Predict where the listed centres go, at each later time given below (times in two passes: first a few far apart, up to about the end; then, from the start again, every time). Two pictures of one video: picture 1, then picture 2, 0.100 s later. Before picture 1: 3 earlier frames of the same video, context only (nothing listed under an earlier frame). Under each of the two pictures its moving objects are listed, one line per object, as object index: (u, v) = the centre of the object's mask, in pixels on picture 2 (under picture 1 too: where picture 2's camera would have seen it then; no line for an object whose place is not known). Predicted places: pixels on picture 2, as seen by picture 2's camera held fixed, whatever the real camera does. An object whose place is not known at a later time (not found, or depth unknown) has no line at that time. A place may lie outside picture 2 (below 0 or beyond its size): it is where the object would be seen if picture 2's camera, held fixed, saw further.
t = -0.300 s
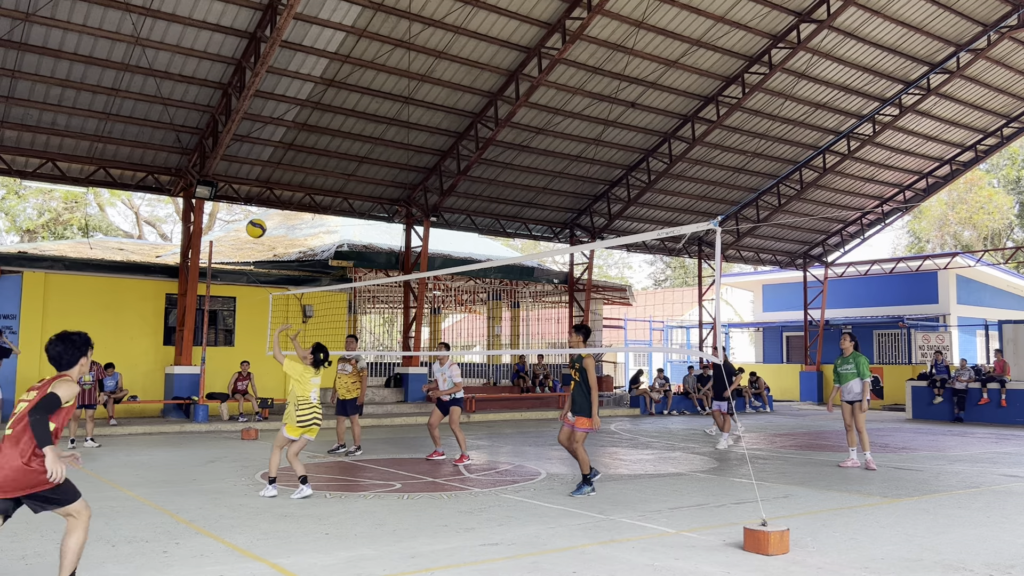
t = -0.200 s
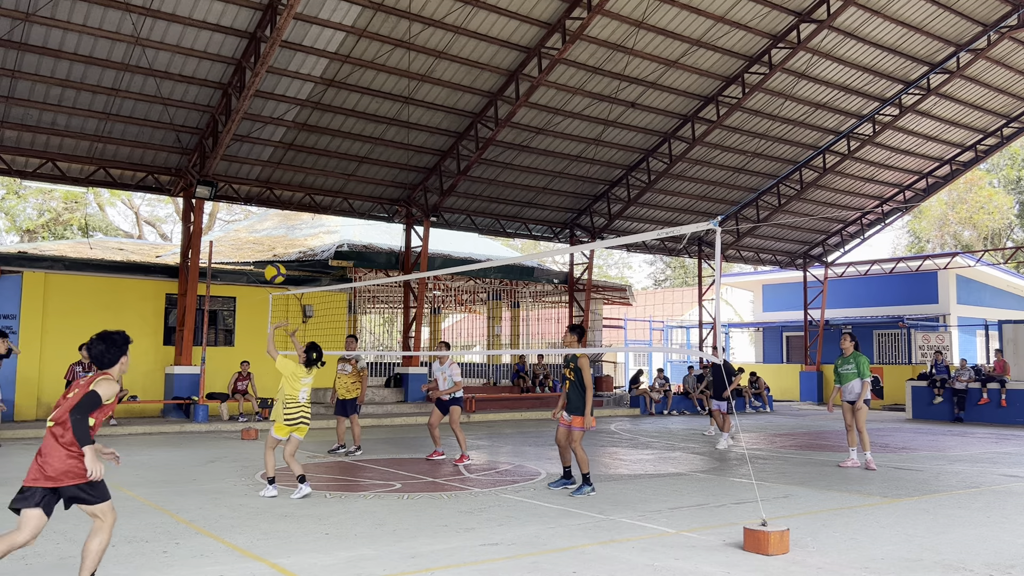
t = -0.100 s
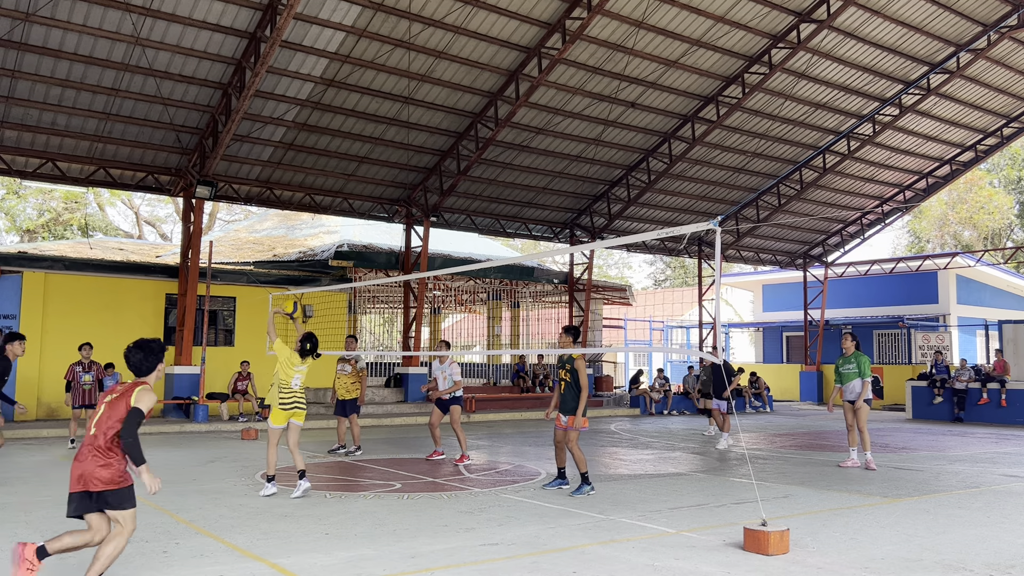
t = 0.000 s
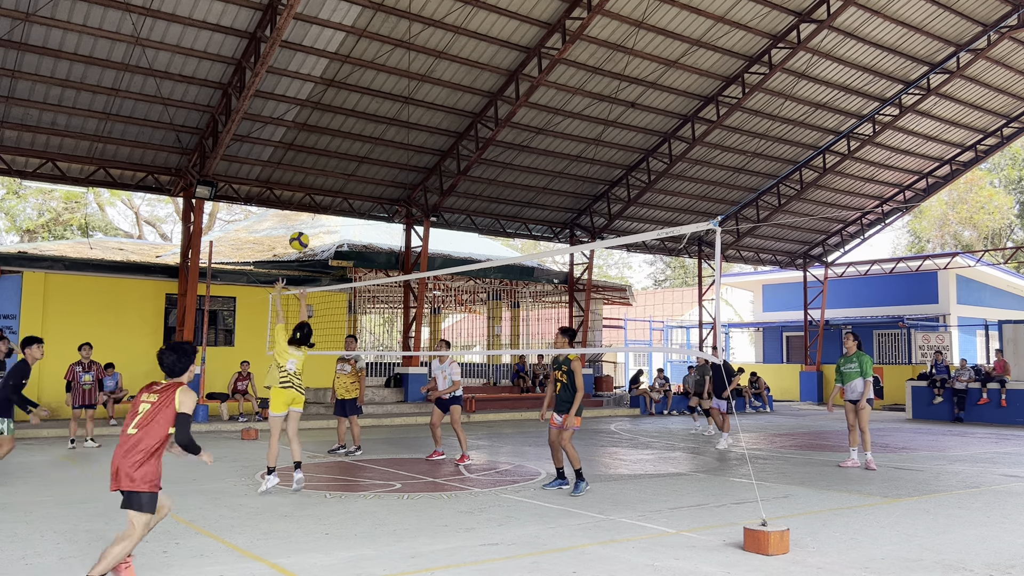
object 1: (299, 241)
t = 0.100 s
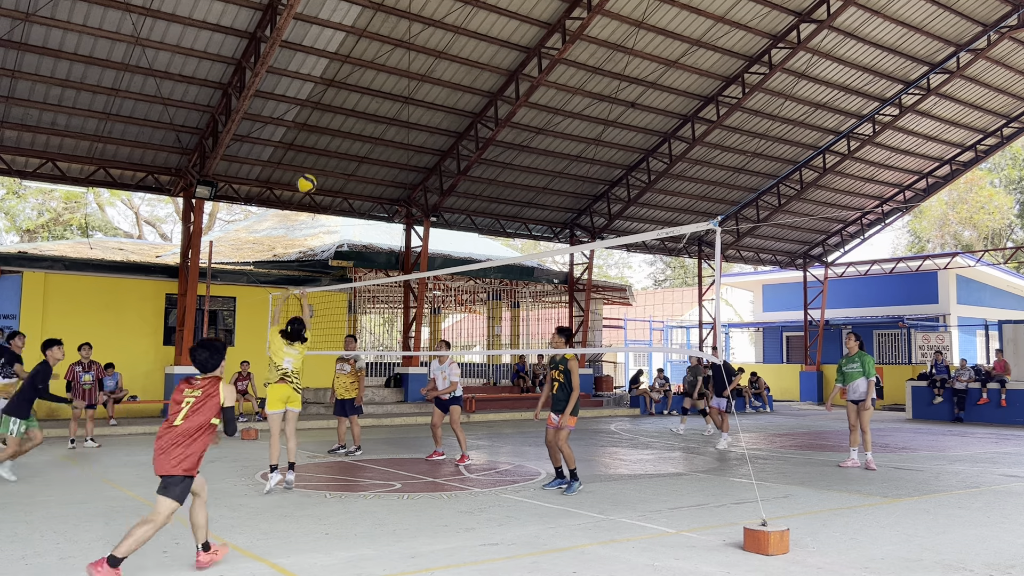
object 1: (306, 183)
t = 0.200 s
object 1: (312, 138)
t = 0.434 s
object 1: (321, 72)
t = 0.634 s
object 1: (328, 54)
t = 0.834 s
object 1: (332, 68)
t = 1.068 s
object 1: (336, 124)
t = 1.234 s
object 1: (337, 187)
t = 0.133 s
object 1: (308, 167)
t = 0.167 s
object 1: (310, 152)
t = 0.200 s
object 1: (312, 138)
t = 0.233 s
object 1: (313, 125)
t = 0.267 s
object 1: (314, 113)
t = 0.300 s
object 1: (316, 102)
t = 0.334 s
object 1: (317, 93)
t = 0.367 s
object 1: (319, 85)
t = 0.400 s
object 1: (320, 78)
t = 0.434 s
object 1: (321, 72)
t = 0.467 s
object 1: (322, 66)
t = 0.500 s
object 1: (324, 61)
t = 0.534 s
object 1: (325, 58)
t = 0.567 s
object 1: (326, 56)
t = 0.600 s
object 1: (327, 55)
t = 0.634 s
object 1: (328, 54)
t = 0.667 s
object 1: (329, 54)
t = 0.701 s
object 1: (330, 55)
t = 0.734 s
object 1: (330, 57)
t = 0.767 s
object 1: (331, 60)
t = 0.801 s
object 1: (332, 64)
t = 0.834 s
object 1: (332, 68)
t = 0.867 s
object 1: (333, 74)
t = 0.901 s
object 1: (334, 80)
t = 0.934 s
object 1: (334, 87)
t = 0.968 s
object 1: (335, 95)
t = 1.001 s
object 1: (335, 104)
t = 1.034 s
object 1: (336, 114)
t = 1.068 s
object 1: (336, 124)
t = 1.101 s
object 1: (337, 135)
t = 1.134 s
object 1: (337, 147)
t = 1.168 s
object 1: (337, 160)
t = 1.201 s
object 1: (337, 173)
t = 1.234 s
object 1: (337, 187)
